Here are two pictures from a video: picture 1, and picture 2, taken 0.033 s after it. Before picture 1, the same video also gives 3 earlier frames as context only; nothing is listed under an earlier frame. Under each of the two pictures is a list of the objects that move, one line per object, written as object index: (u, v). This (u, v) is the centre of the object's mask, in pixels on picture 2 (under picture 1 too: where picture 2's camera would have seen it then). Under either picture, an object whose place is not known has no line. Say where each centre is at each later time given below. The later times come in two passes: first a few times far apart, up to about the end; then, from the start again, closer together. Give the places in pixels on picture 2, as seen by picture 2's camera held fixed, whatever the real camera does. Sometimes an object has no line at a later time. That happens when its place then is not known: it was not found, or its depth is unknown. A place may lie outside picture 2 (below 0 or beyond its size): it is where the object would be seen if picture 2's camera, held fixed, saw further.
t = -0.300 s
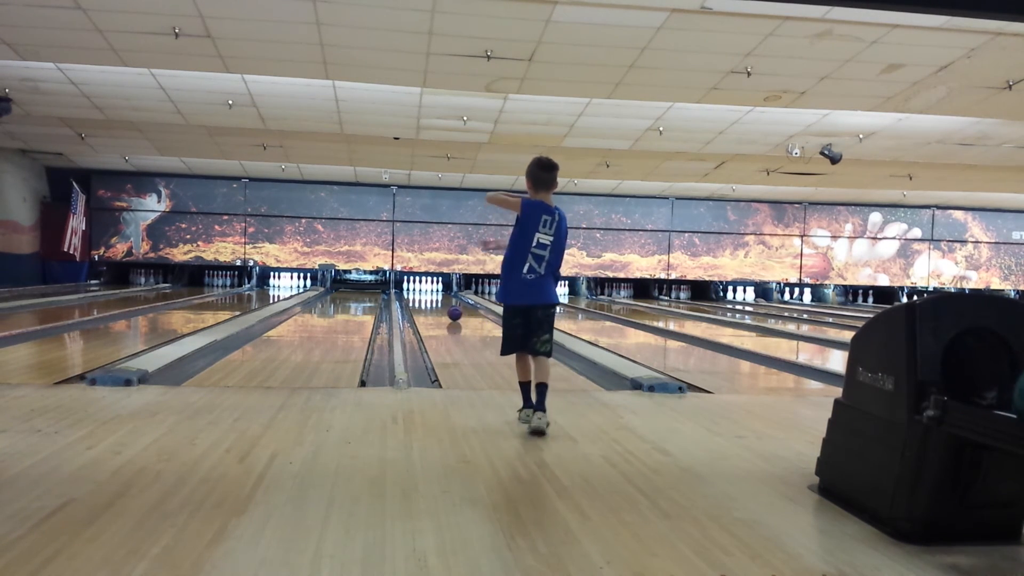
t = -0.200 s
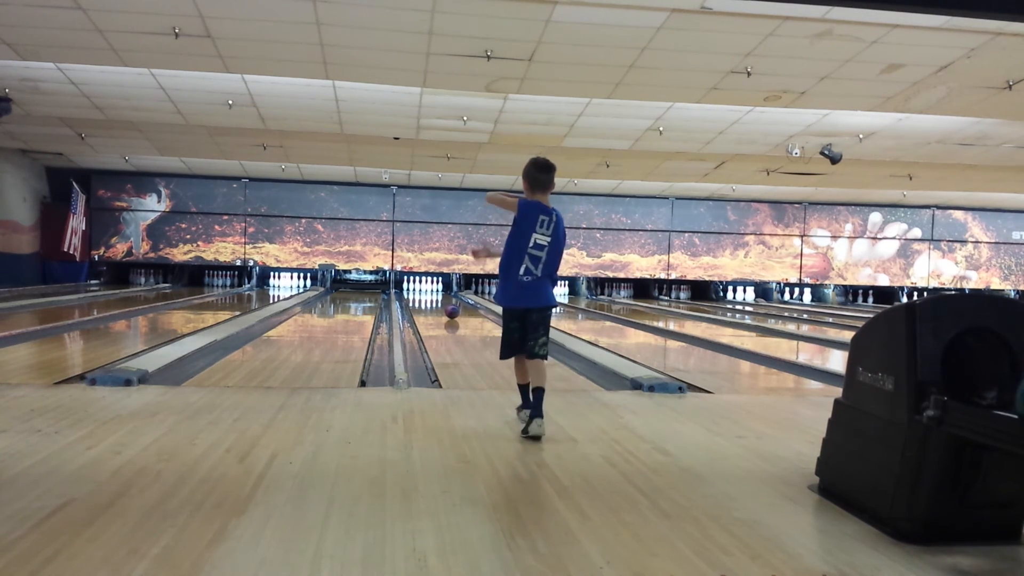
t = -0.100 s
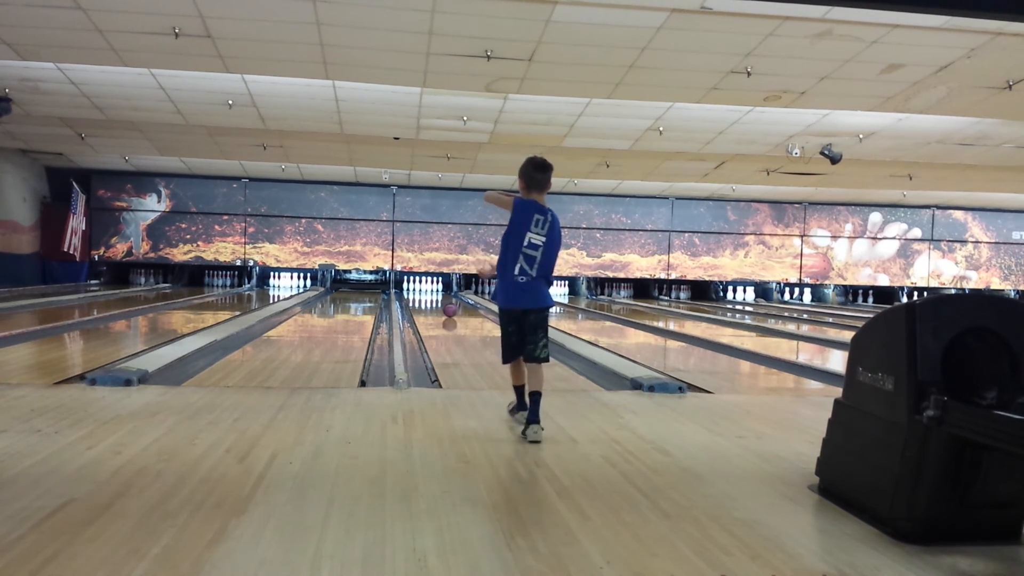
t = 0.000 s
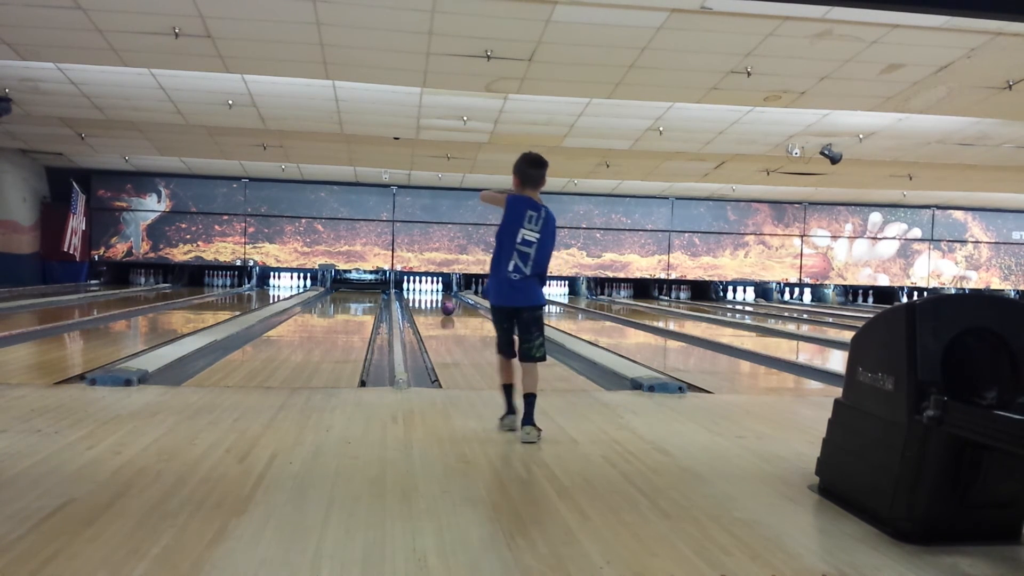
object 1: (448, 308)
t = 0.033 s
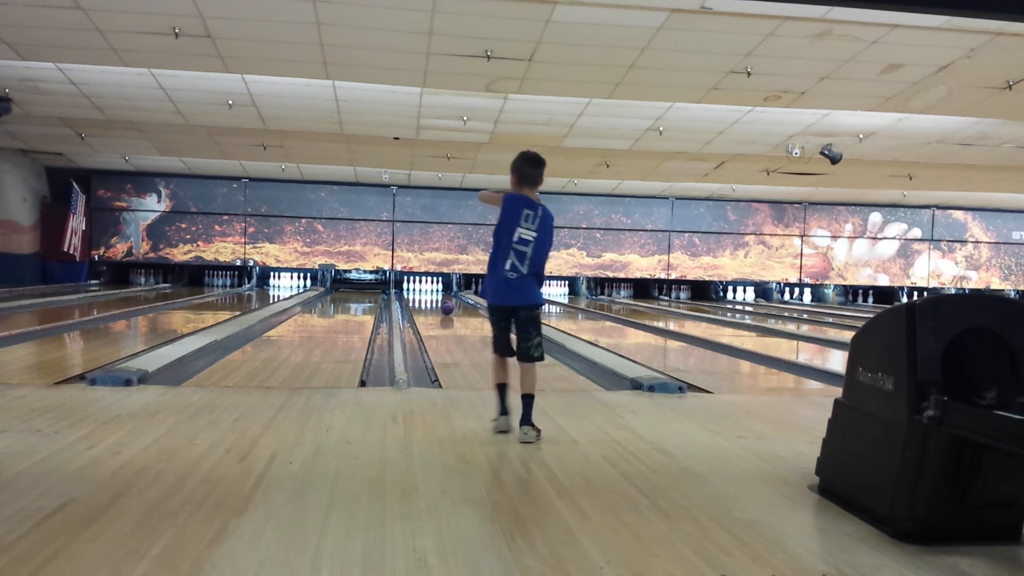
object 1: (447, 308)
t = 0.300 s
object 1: (443, 304)
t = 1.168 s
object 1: (431, 296)
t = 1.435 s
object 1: (428, 294)
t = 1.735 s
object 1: (427, 292)
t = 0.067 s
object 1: (447, 308)
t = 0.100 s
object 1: (446, 307)
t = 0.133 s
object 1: (445, 306)
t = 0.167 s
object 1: (444, 306)
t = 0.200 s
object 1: (444, 306)
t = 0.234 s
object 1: (444, 305)
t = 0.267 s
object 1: (443, 305)
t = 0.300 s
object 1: (443, 304)
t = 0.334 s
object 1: (442, 304)
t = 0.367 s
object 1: (440, 304)
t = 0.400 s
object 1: (439, 304)
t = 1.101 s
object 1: (432, 297)
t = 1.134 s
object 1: (431, 296)
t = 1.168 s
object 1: (431, 296)
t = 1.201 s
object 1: (430, 296)
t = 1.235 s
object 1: (430, 296)
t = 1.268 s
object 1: (430, 295)
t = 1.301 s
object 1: (429, 295)
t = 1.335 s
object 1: (429, 295)
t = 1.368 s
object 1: (429, 294)
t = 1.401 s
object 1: (429, 294)
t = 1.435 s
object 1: (428, 294)
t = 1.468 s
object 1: (428, 294)
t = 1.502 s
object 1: (428, 293)
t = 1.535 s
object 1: (428, 293)
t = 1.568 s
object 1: (428, 293)
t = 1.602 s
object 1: (427, 293)
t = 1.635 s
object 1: (427, 293)
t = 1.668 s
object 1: (427, 293)
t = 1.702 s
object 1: (427, 292)
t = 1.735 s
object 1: (427, 292)
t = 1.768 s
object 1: (426, 292)
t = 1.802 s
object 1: (426, 292)
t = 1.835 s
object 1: (426, 292)
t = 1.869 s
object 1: (427, 290)
